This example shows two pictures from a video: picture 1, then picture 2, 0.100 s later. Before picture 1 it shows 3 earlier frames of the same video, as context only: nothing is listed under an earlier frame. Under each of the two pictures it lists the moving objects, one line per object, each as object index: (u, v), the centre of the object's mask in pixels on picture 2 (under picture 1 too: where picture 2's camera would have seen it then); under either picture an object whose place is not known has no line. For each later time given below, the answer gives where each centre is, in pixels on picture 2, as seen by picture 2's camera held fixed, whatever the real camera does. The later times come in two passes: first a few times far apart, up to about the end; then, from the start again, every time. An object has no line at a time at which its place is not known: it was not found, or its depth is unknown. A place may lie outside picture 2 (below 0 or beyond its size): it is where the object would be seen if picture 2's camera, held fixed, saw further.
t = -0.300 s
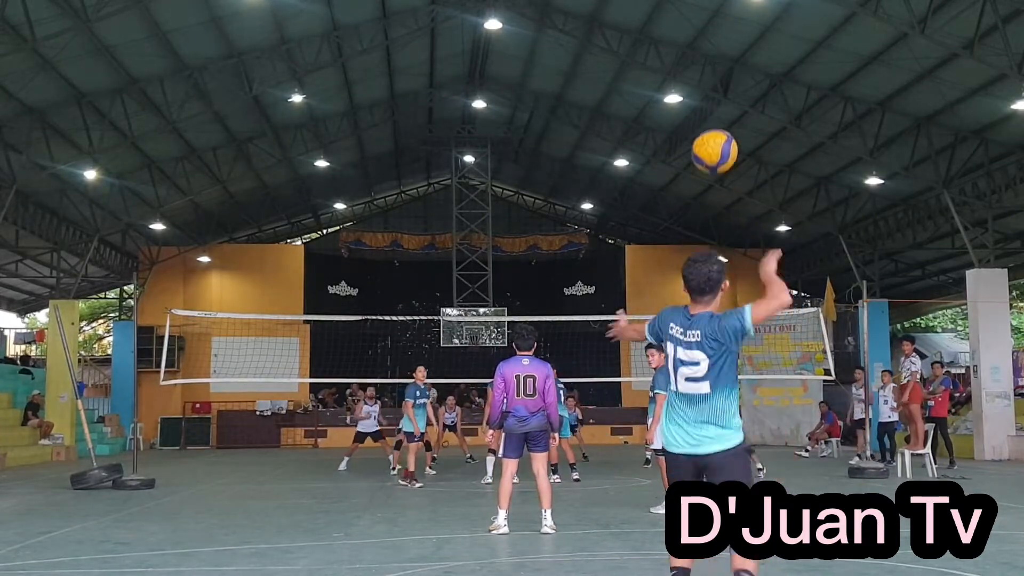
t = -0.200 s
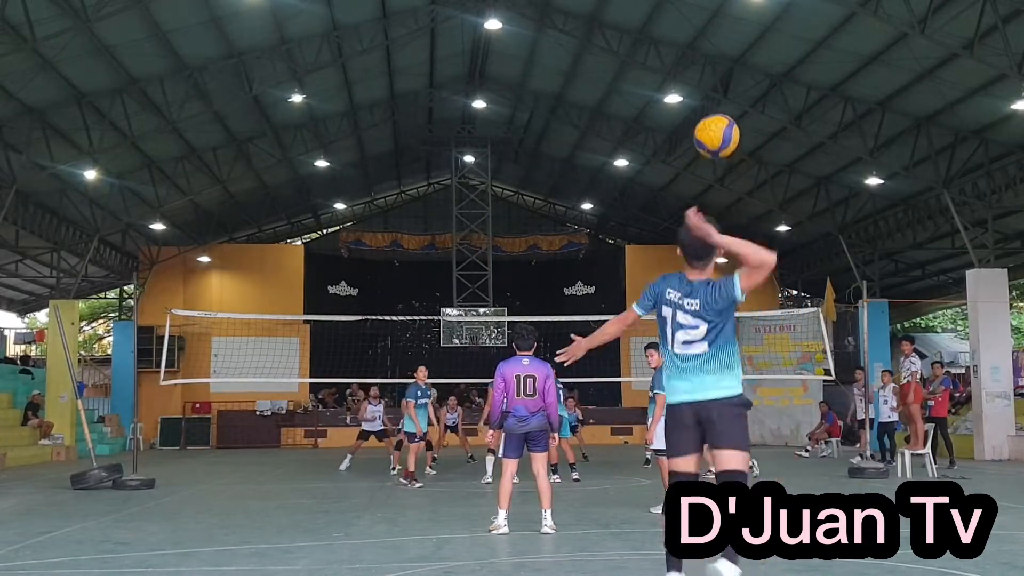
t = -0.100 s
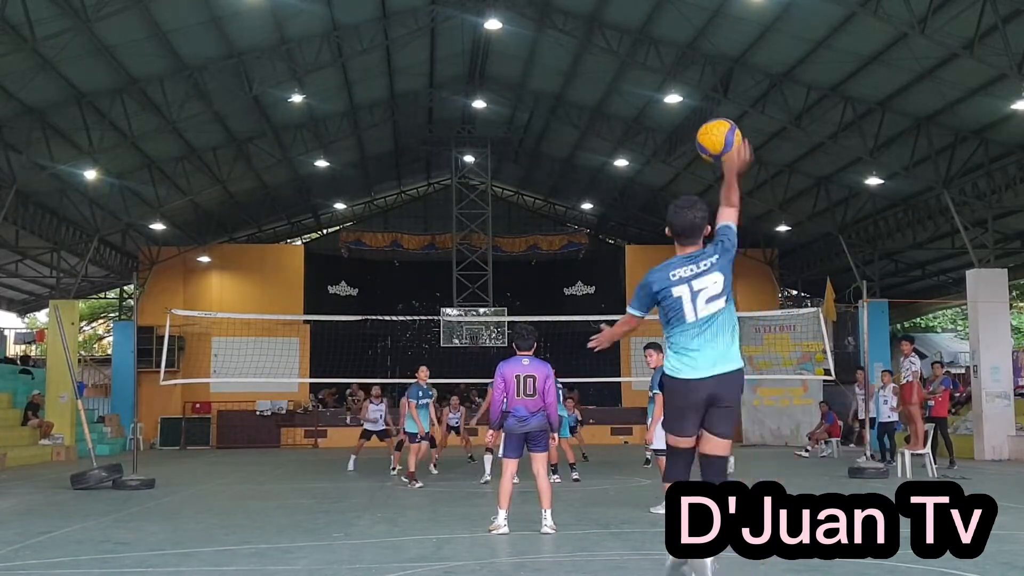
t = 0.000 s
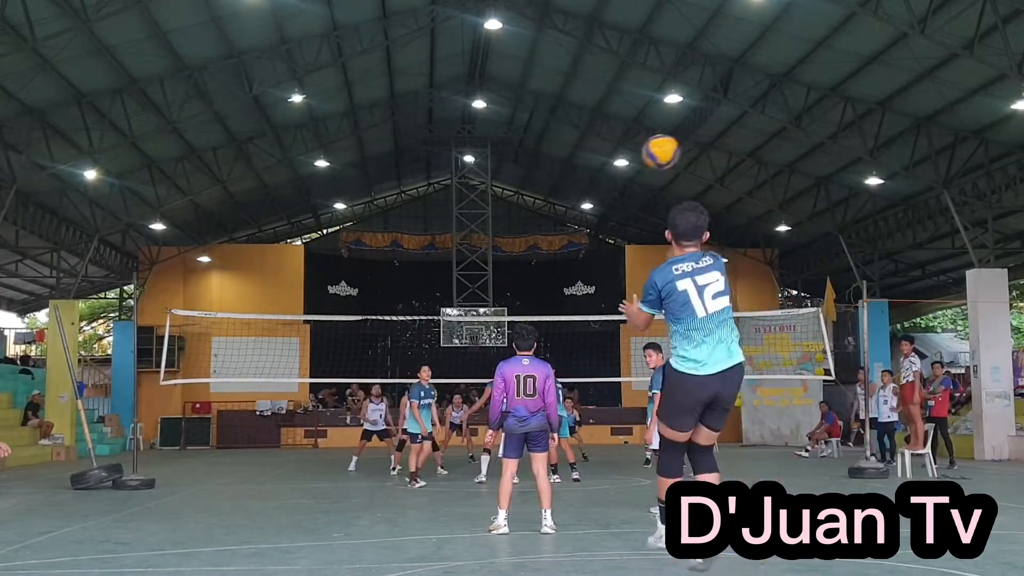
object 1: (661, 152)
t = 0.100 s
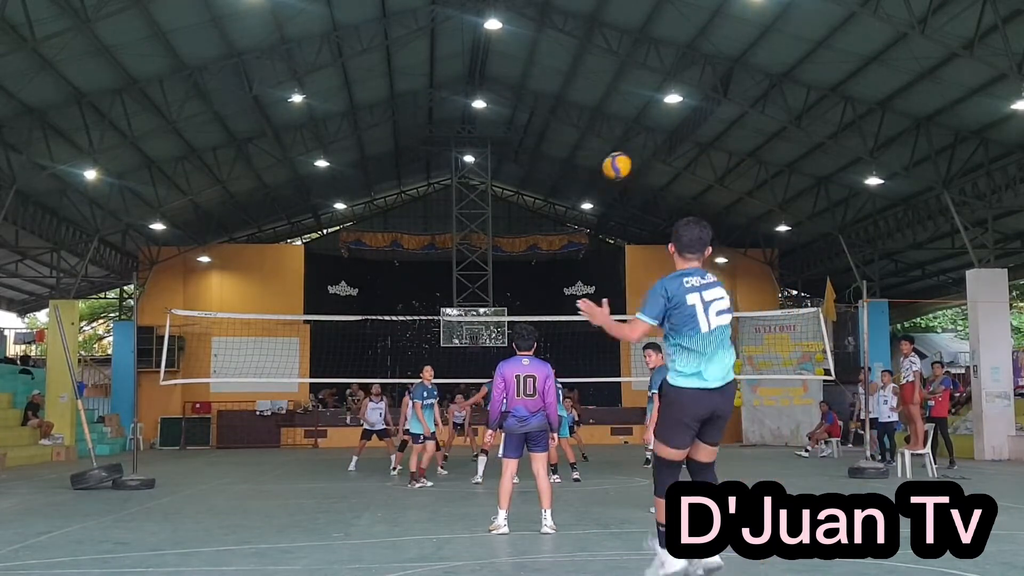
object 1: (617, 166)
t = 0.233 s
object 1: (582, 187)
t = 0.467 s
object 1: (552, 228)
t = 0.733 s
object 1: (537, 293)
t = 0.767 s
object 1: (536, 302)
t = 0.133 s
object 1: (606, 172)
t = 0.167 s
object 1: (597, 176)
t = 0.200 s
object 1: (589, 182)
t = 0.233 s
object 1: (582, 187)
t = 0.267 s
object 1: (576, 192)
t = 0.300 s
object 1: (570, 197)
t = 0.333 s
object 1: (565, 203)
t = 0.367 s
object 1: (561, 209)
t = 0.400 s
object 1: (558, 215)
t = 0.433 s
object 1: (554, 221)
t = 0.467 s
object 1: (552, 228)
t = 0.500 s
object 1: (549, 234)
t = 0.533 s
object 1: (547, 243)
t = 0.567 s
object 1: (545, 251)
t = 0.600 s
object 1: (544, 259)
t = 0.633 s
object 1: (542, 268)
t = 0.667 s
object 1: (540, 276)
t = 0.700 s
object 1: (539, 285)
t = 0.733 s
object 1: (537, 293)
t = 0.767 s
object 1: (536, 302)
